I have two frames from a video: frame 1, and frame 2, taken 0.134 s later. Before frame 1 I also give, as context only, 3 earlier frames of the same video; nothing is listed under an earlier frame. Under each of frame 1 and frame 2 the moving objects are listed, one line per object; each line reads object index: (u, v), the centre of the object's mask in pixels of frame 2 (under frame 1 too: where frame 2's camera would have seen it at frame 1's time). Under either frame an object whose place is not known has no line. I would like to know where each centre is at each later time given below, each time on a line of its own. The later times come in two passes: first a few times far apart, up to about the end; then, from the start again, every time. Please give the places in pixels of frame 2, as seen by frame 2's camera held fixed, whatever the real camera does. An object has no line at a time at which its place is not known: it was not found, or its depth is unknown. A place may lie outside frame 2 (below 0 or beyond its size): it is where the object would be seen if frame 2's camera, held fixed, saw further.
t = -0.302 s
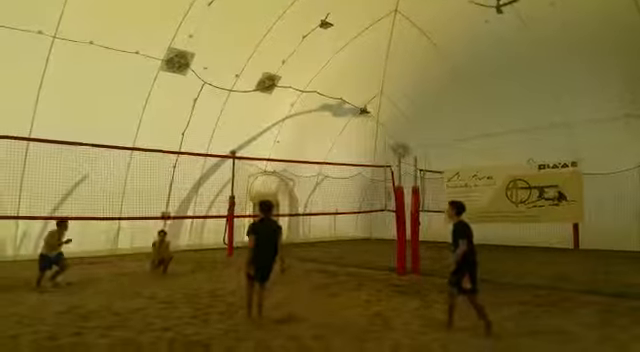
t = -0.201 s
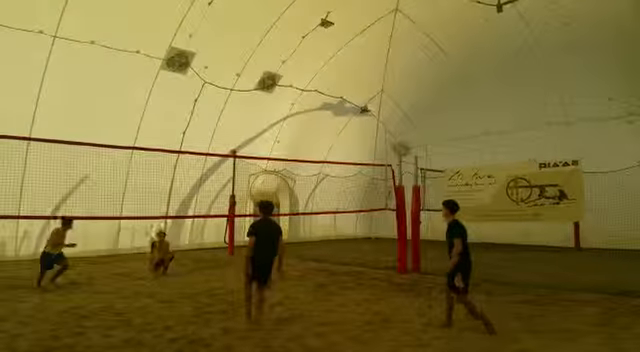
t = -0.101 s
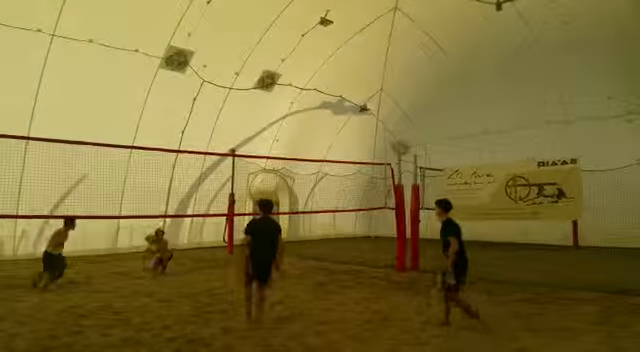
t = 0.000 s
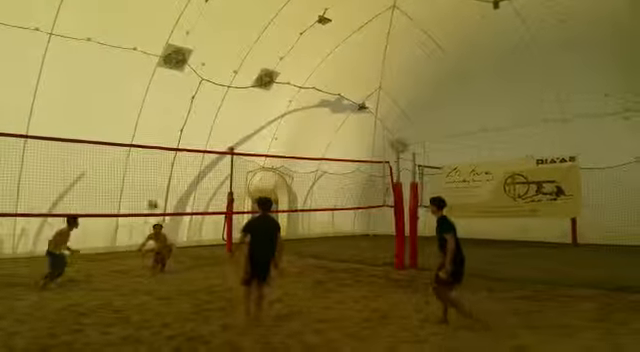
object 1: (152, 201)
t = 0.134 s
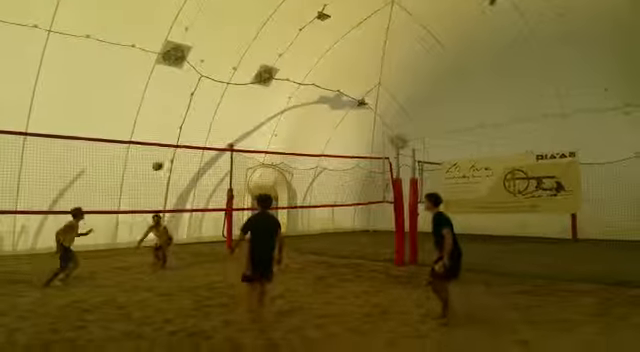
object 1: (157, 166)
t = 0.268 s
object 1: (163, 137)
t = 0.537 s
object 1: (174, 99)
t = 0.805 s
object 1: (187, 92)
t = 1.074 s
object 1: (201, 118)
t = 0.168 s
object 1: (158, 158)
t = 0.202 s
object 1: (160, 151)
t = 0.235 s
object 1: (161, 143)
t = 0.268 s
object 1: (163, 137)
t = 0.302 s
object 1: (164, 131)
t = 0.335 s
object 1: (166, 125)
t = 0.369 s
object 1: (167, 120)
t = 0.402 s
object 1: (169, 115)
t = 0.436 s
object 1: (170, 110)
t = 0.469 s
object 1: (171, 106)
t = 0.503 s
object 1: (173, 103)
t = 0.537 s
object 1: (174, 99)
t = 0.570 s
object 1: (175, 97)
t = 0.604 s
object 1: (177, 95)
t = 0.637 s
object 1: (178, 93)
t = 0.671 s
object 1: (180, 92)
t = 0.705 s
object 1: (182, 91)
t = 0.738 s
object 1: (183, 91)
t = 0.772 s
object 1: (185, 91)
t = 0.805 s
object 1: (187, 92)
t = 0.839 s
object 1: (187, 92)
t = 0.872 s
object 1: (190, 94)
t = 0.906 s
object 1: (192, 97)
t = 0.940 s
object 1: (194, 100)
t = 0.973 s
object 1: (196, 104)
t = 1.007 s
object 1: (197, 108)
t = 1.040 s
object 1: (199, 113)
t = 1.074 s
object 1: (201, 118)
